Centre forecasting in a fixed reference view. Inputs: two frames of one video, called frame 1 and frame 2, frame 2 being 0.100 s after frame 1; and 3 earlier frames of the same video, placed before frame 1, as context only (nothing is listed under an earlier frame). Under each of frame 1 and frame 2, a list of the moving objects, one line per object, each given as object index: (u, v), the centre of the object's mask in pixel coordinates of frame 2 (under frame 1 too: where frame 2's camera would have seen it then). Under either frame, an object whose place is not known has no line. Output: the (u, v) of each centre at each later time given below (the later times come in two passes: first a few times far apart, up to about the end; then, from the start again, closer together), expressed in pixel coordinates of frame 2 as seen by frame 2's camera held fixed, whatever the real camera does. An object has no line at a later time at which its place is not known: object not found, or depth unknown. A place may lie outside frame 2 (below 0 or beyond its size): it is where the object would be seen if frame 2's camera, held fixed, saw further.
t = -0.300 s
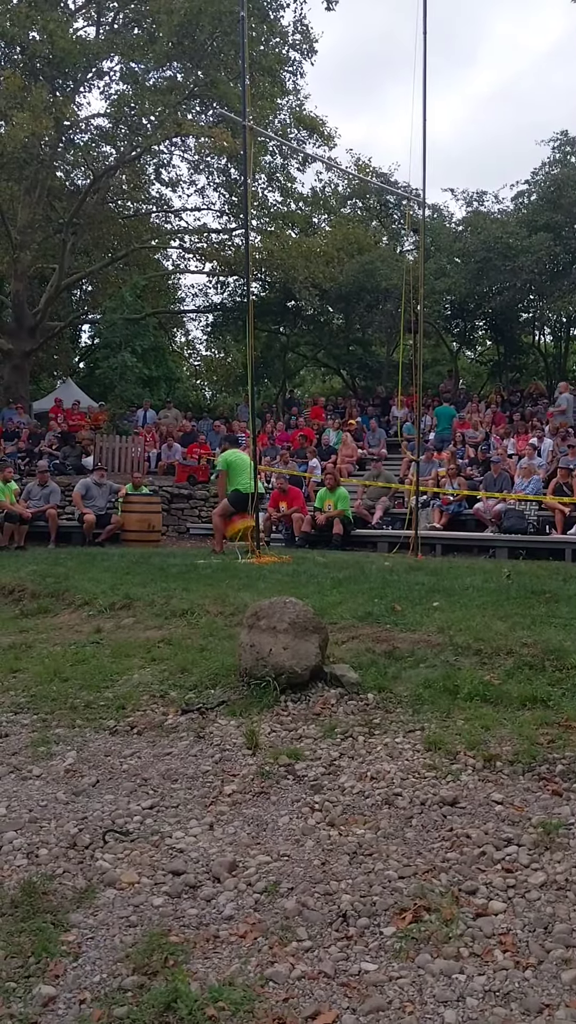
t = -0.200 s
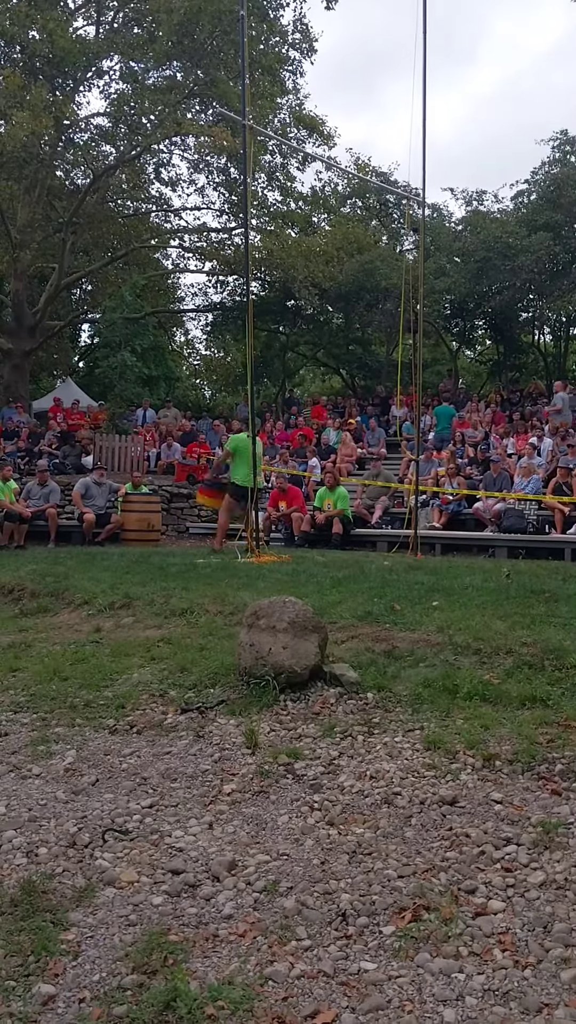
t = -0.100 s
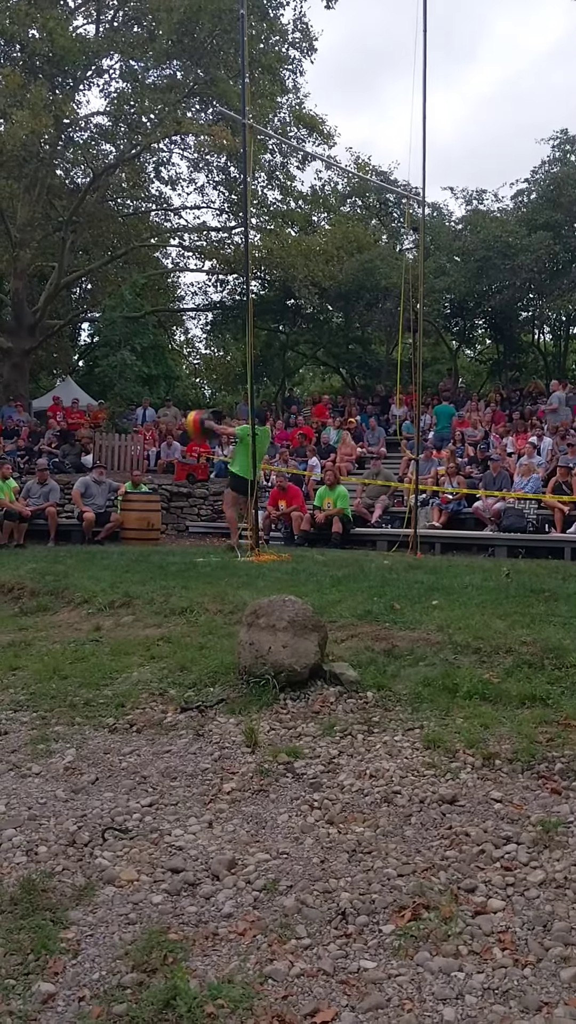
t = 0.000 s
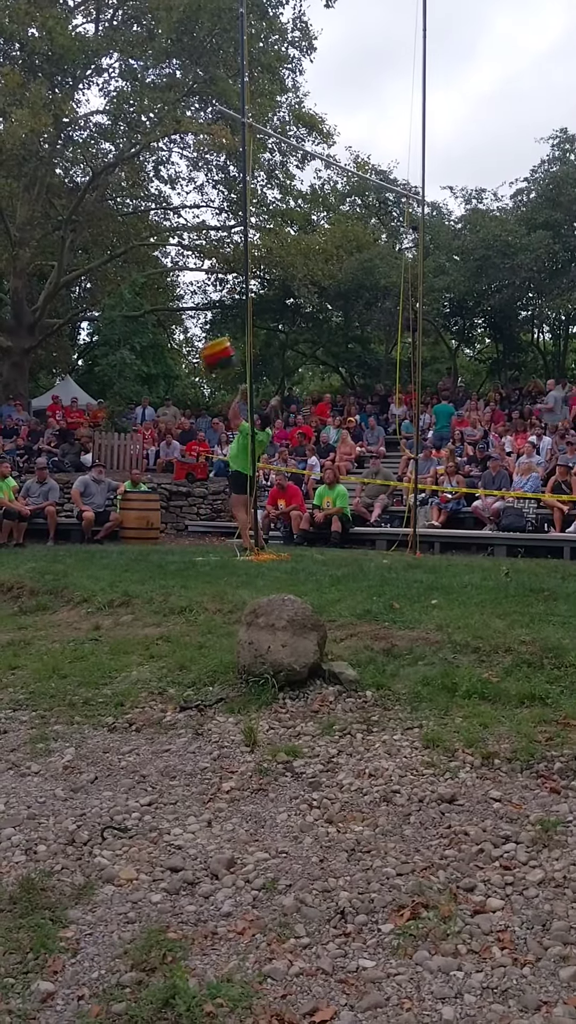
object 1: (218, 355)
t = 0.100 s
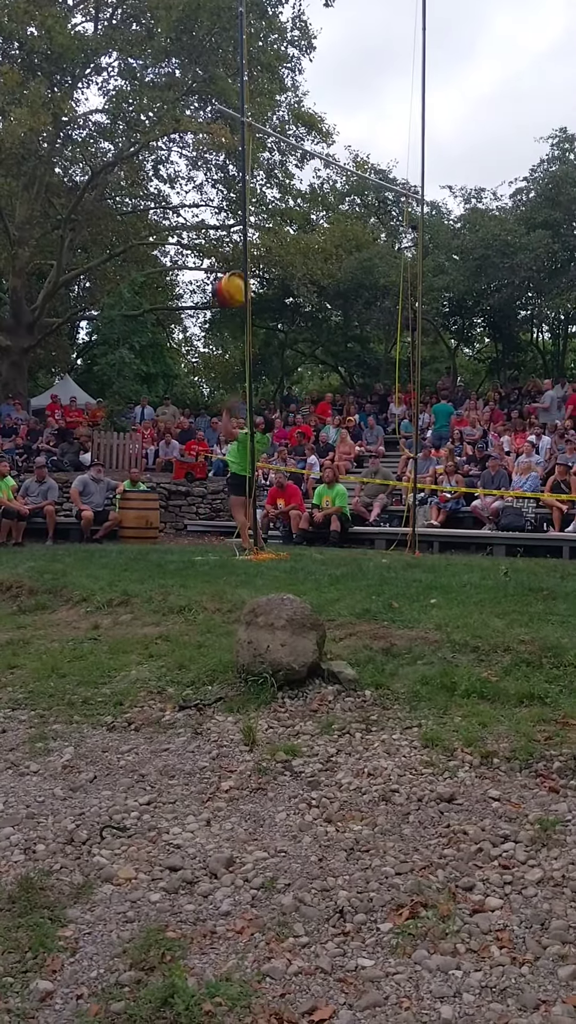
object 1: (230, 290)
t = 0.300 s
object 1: (262, 185)
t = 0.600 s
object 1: (303, 81)
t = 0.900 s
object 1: (346, 46)
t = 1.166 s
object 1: (385, 78)
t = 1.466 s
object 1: (429, 192)
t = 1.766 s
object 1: (472, 398)
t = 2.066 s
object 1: (482, 545)
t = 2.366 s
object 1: (463, 545)
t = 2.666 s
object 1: (466, 545)
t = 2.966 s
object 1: (462, 545)
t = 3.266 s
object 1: (460, 545)
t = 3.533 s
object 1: (459, 545)
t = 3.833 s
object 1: (457, 545)
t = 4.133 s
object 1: (458, 545)
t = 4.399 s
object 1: (459, 545)
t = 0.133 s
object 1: (235, 272)
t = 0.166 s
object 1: (239, 253)
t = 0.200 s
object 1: (247, 235)
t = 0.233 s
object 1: (251, 218)
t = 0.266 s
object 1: (259, 201)
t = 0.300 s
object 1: (262, 185)
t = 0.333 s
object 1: (265, 170)
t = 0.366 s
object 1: (269, 156)
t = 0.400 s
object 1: (274, 144)
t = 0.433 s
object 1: (280, 130)
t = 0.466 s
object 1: (284, 118)
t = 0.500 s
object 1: (288, 108)
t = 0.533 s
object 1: (294, 99)
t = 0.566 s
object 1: (298, 89)
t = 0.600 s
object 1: (303, 81)
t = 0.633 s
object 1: (308, 74)
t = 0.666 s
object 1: (312, 67)
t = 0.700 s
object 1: (317, 62)
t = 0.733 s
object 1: (322, 57)
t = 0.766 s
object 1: (327, 53)
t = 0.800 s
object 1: (332, 49)
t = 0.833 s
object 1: (337, 47)
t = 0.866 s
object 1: (342, 46)
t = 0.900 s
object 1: (346, 46)
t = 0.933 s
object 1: (351, 47)
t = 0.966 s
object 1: (356, 48)
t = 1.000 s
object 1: (361, 50)
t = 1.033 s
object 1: (366, 54)
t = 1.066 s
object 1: (371, 58)
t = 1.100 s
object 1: (376, 64)
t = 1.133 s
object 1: (380, 70)
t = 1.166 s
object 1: (385, 78)
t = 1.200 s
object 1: (390, 86)
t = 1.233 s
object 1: (395, 95)
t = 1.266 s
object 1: (400, 106)
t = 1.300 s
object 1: (405, 117)
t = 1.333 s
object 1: (409, 130)
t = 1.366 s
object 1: (414, 144)
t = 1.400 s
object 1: (419, 159)
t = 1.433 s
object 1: (425, 174)
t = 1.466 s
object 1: (429, 192)
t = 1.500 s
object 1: (435, 209)
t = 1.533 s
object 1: (438, 228)
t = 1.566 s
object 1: (444, 250)
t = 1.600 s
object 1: (449, 272)
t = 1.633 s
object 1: (453, 296)
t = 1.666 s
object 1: (457, 319)
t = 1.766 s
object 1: (472, 398)
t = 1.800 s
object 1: (476, 428)
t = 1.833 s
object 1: (483, 457)
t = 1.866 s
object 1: (490, 492)
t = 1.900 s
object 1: (492, 526)
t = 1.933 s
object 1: (493, 543)
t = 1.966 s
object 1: (490, 542)
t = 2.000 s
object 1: (487, 543)
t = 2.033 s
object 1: (485, 544)
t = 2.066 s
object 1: (482, 545)
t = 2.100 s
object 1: (479, 545)
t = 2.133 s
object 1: (476, 544)
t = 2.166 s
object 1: (473, 545)
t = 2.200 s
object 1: (471, 544)
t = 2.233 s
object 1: (469, 545)
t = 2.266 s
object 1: (467, 545)
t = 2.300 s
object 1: (466, 545)
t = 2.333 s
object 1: (464, 545)
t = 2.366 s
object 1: (463, 545)
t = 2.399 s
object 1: (463, 544)
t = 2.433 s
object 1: (464, 544)
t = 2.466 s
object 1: (464, 543)
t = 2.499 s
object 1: (464, 543)
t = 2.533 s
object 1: (464, 543)
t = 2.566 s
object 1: (464, 544)
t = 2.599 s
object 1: (465, 544)
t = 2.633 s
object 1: (466, 545)
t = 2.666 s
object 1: (466, 545)
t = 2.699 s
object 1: (465, 544)
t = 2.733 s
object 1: (465, 544)
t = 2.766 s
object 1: (465, 544)
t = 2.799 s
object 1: (465, 544)
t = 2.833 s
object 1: (464, 545)
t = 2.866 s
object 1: (463, 545)
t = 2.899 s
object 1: (463, 545)
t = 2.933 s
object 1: (462, 545)
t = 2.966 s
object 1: (462, 545)
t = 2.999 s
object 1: (462, 545)
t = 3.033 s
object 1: (462, 545)
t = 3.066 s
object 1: (462, 545)
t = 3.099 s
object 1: (462, 545)
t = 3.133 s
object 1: (461, 545)
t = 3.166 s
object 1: (461, 545)
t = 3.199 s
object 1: (461, 545)
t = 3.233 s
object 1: (461, 545)
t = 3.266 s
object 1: (460, 545)
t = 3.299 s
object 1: (460, 545)
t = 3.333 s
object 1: (460, 545)
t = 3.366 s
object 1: (460, 545)
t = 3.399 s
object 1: (459, 545)
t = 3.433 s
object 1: (459, 545)
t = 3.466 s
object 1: (459, 545)
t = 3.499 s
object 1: (459, 545)
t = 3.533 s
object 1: (459, 545)
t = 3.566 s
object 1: (458, 545)
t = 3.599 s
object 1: (458, 545)
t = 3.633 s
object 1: (458, 545)
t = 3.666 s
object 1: (458, 545)
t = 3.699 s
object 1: (458, 545)
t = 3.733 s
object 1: (458, 545)
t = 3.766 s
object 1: (457, 545)
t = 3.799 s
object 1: (457, 545)
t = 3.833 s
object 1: (457, 545)
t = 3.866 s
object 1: (457, 545)
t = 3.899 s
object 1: (457, 545)
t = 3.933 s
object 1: (457, 545)
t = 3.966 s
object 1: (458, 545)
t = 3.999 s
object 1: (458, 545)
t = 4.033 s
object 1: (458, 545)
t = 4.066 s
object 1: (458, 545)
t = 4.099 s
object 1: (458, 545)
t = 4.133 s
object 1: (458, 545)
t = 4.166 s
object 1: (458, 545)
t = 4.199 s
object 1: (459, 545)
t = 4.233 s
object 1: (459, 545)
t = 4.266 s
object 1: (459, 545)
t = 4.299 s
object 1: (459, 545)
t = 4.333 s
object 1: (459, 545)
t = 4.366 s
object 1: (459, 545)
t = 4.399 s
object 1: (459, 545)
